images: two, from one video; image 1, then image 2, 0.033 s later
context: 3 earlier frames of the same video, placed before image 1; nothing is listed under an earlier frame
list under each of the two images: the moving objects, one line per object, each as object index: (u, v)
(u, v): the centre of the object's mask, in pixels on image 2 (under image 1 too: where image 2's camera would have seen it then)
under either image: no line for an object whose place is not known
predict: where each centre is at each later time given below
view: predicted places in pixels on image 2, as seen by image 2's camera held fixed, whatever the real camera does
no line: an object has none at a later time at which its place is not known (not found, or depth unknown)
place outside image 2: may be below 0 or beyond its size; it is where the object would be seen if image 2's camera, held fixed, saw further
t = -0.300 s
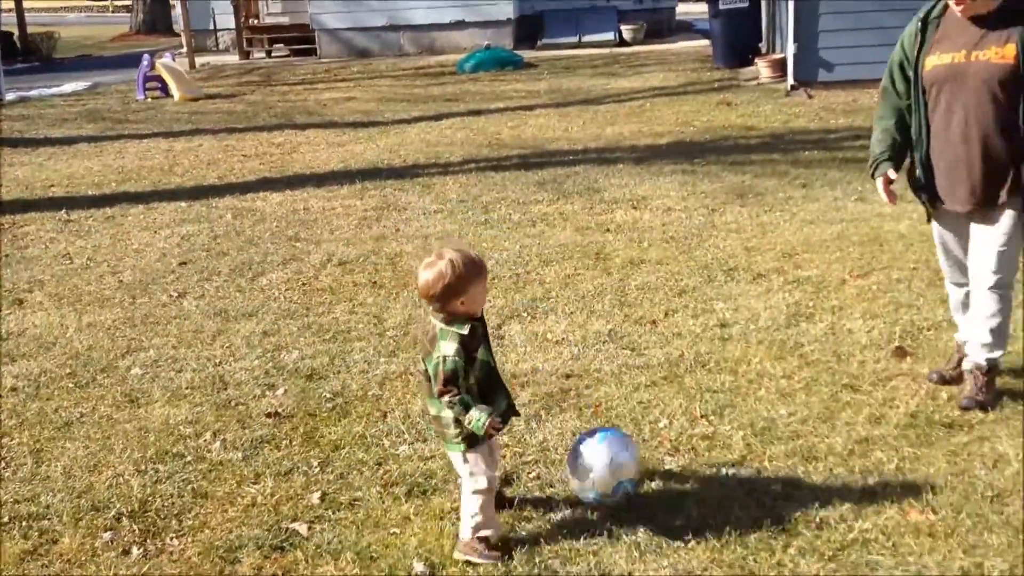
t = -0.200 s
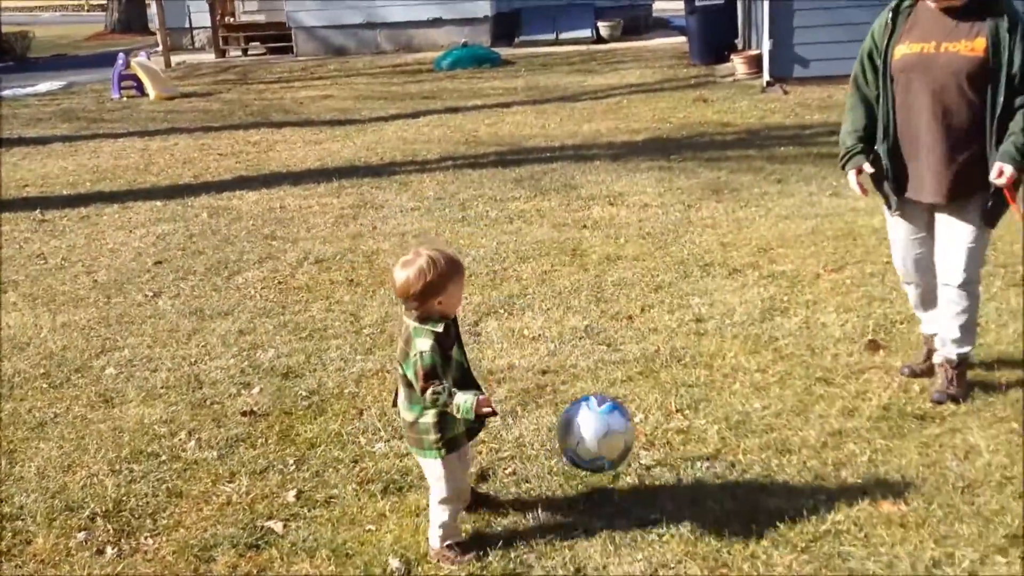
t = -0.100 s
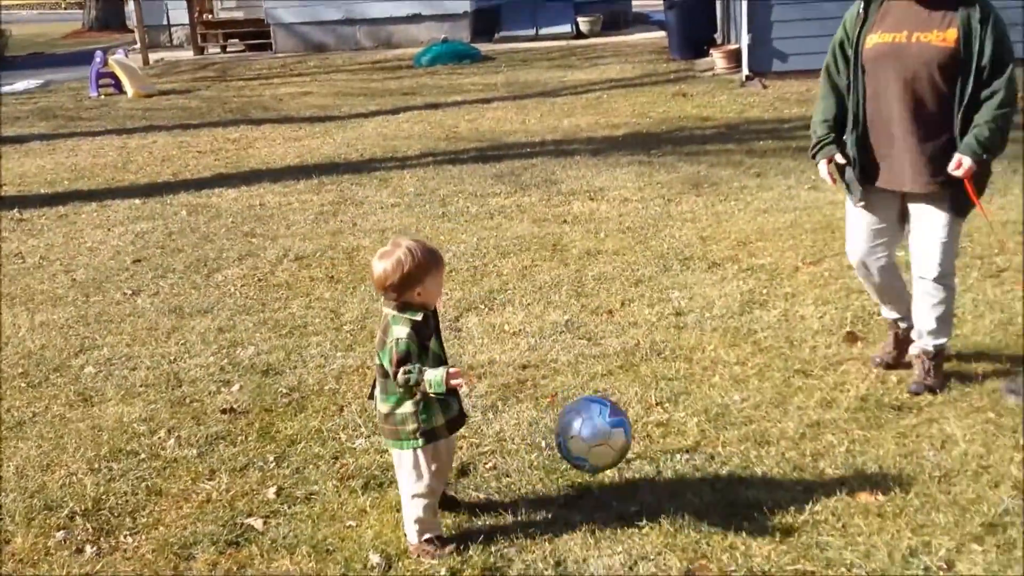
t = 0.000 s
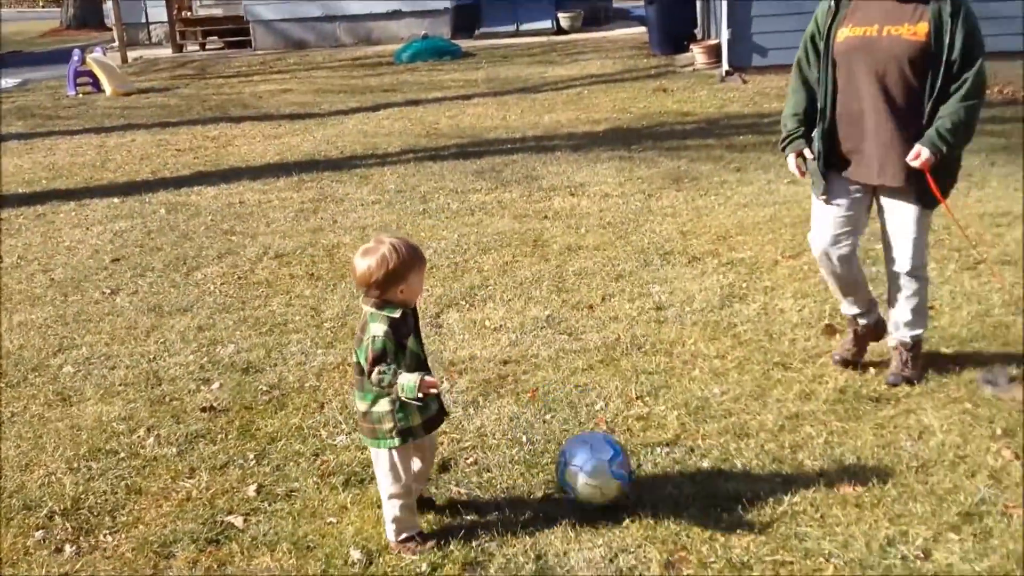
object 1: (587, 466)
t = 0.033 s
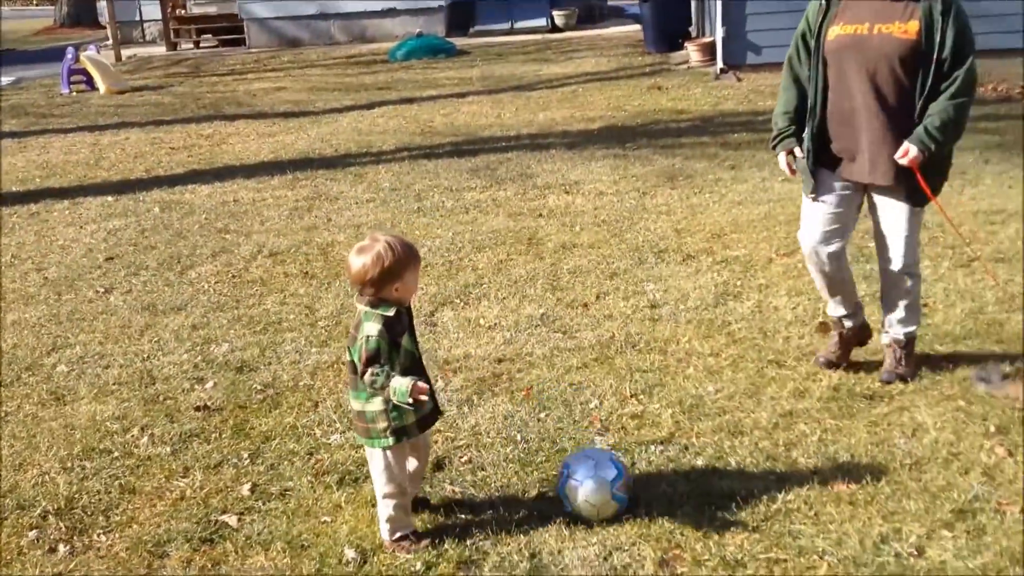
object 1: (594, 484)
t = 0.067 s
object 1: (596, 481)
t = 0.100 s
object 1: (598, 479)
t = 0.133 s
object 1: (600, 480)
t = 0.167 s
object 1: (604, 484)
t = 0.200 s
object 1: (606, 488)
